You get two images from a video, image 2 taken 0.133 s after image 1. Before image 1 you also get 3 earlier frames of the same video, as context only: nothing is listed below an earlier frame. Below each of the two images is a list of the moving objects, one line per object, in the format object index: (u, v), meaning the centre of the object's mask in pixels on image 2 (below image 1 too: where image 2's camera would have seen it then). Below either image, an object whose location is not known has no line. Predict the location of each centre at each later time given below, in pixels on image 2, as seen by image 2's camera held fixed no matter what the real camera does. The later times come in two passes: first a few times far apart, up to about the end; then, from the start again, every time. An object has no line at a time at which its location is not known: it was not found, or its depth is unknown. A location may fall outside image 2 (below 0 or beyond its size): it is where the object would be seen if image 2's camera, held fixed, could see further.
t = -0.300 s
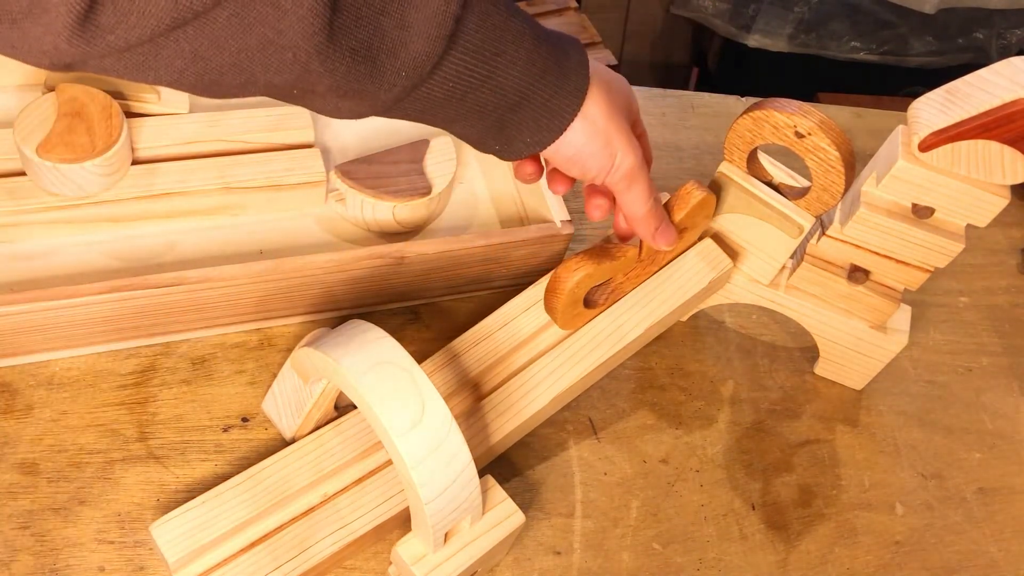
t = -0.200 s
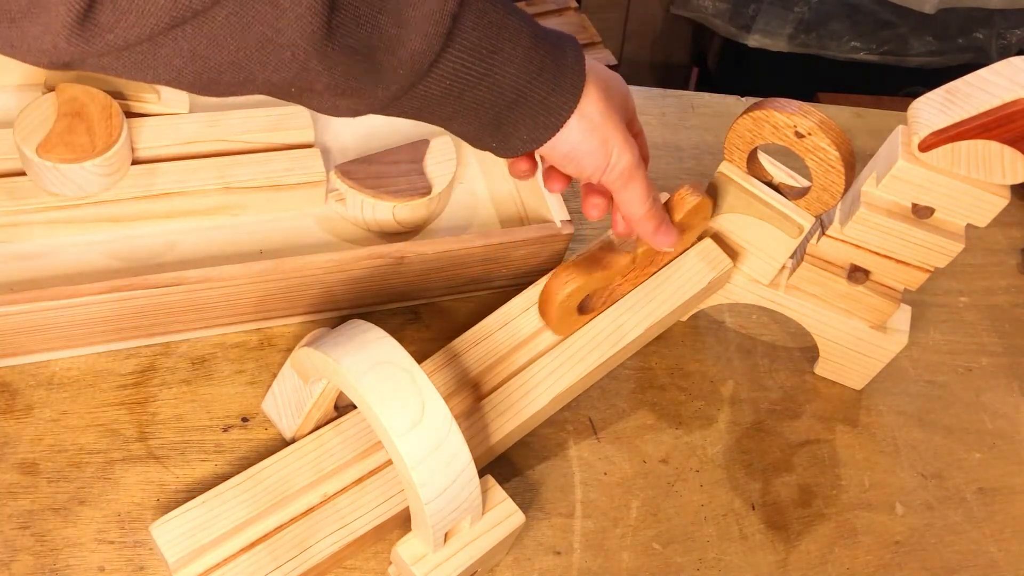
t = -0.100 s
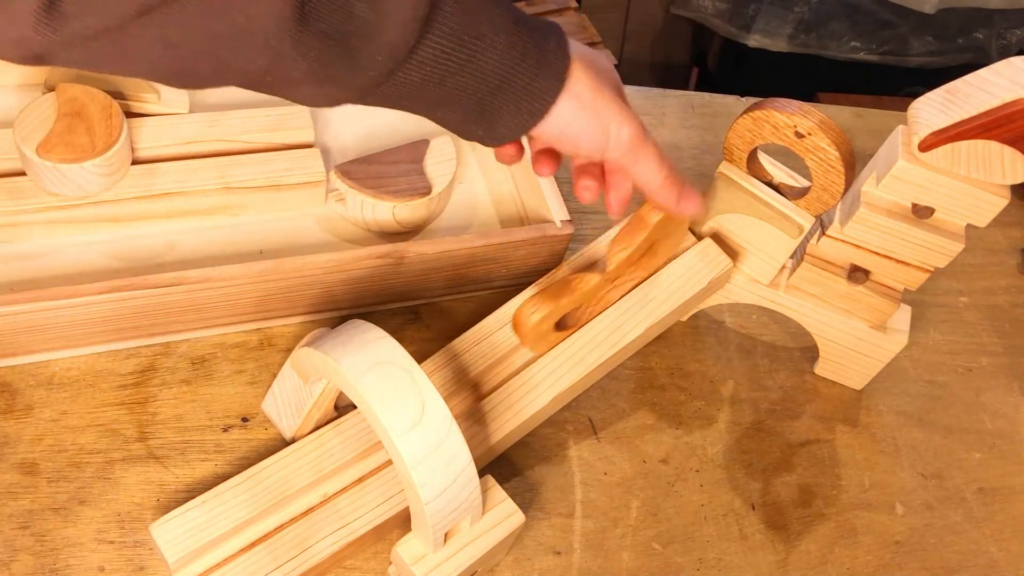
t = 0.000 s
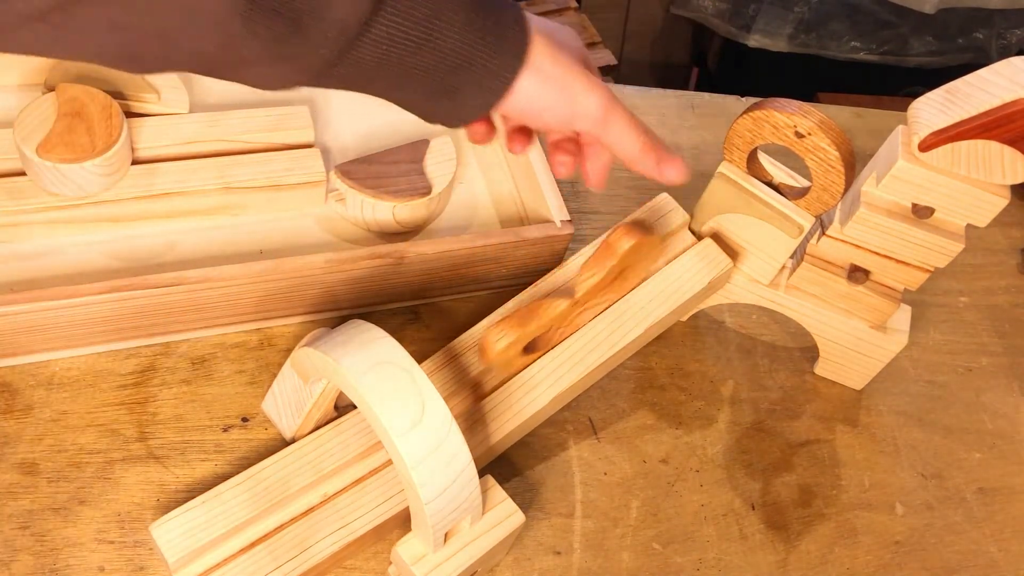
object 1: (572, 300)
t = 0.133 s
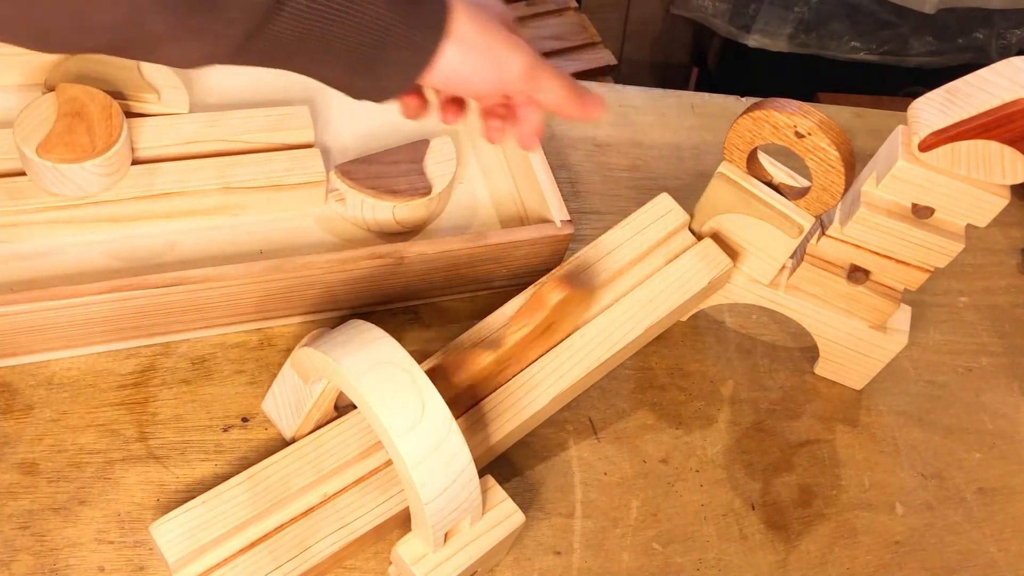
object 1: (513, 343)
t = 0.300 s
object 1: (316, 475)
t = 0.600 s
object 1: (260, 503)
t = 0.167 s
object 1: (503, 351)
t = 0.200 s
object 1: (490, 361)
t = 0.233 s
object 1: (472, 371)
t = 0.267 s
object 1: (331, 468)
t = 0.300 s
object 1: (316, 475)
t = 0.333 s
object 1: (302, 485)
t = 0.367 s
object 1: (295, 486)
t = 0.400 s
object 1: (286, 491)
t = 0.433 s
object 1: (278, 494)
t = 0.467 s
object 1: (273, 497)
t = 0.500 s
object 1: (269, 499)
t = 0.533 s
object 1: (267, 500)
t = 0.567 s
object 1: (263, 501)
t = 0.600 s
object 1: (260, 503)
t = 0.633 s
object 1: (259, 503)
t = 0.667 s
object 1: (260, 502)
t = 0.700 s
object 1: (262, 501)
